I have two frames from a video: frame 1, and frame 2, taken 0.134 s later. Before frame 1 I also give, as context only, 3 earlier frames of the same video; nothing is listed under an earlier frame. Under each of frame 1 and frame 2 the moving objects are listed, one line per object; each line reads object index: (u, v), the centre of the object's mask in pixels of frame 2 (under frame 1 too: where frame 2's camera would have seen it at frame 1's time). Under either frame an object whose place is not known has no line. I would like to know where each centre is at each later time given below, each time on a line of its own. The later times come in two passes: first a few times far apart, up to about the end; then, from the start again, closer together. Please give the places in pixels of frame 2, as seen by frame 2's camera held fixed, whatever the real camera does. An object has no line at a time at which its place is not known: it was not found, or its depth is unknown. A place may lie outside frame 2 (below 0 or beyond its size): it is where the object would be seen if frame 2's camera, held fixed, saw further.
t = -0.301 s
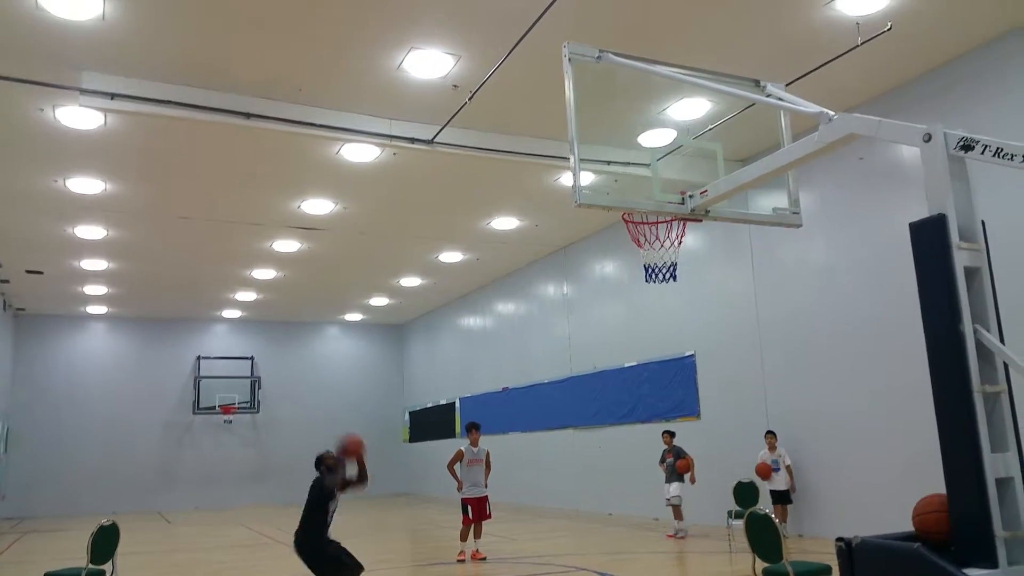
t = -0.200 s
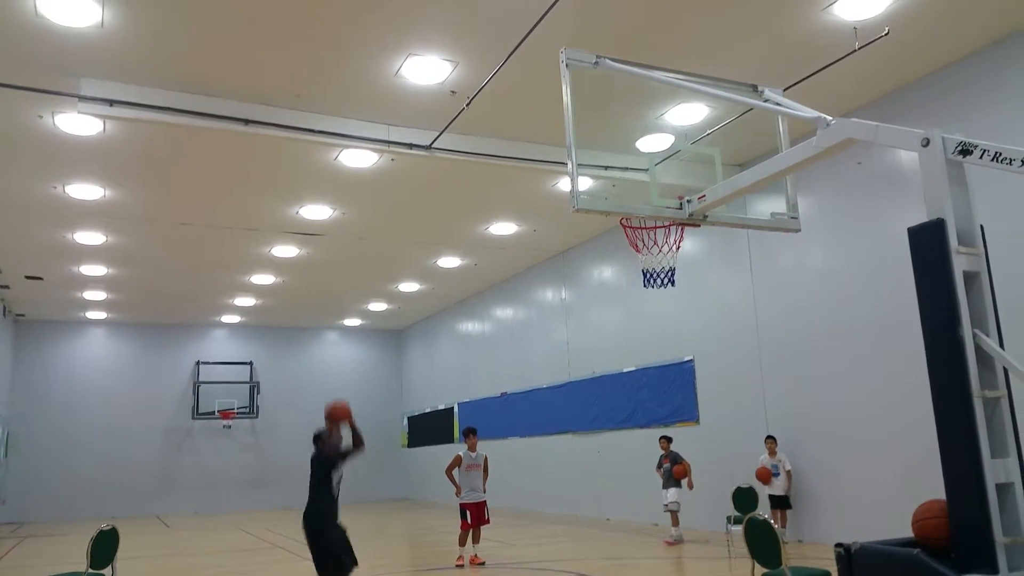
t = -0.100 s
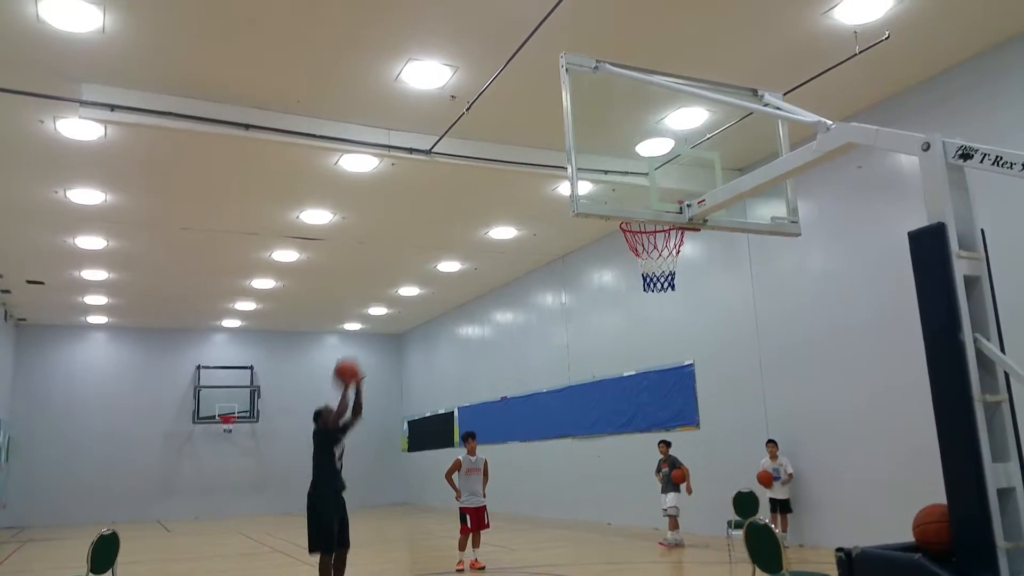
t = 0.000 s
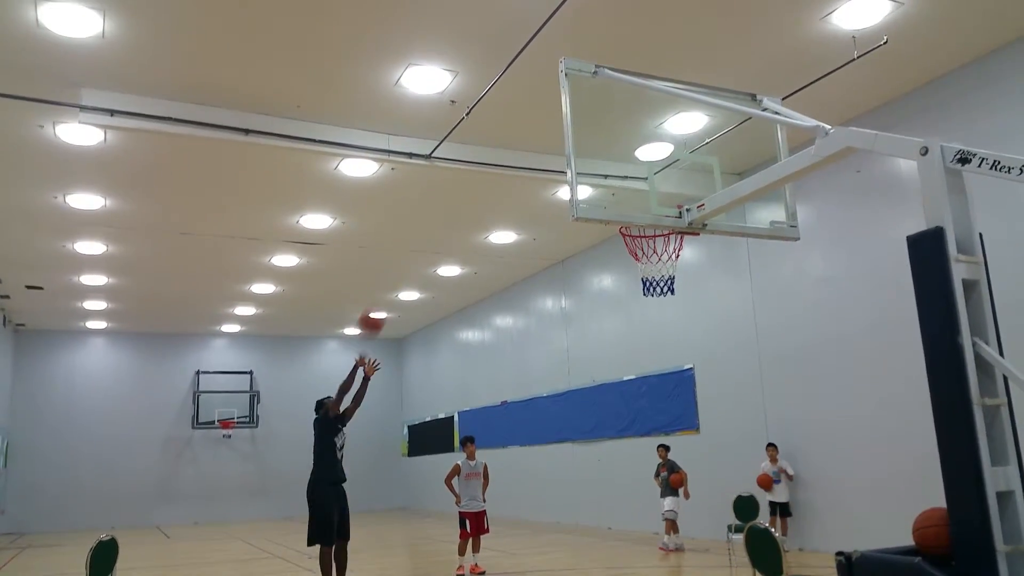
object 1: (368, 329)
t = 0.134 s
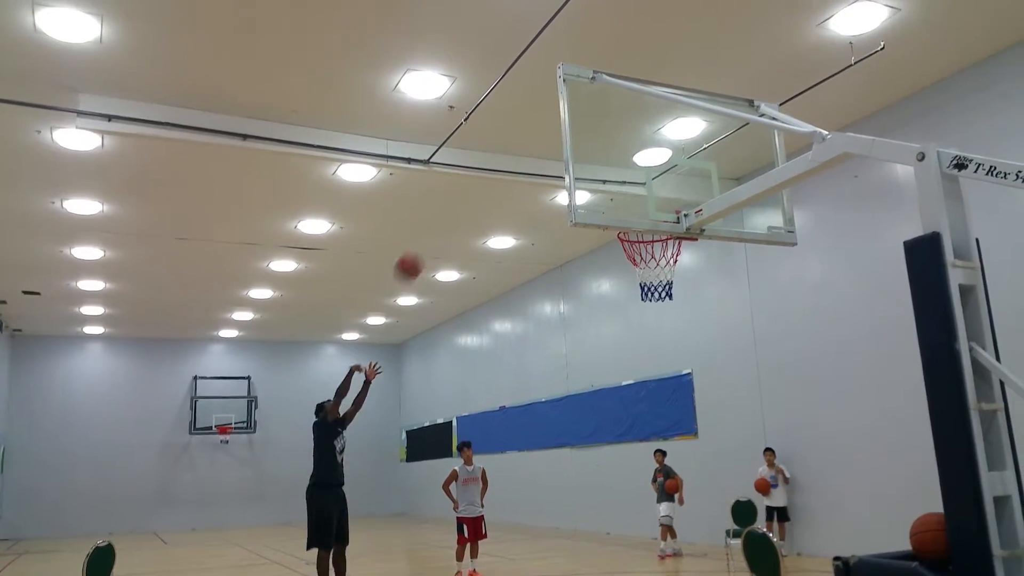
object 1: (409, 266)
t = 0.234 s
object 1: (439, 233)
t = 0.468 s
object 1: (518, 191)
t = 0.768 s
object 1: (639, 238)
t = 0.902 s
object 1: (671, 262)
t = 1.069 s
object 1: (665, 317)
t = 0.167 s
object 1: (419, 254)
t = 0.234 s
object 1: (439, 233)
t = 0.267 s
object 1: (450, 223)
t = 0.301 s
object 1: (461, 215)
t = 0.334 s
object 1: (472, 207)
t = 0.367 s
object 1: (483, 201)
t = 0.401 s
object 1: (494, 197)
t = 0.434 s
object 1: (506, 193)
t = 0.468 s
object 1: (518, 191)
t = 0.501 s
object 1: (530, 189)
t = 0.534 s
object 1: (542, 189)
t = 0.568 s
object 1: (553, 190)
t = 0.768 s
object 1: (639, 238)
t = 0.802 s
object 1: (653, 242)
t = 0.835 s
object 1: (668, 247)
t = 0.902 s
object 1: (671, 262)
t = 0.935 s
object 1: (670, 272)
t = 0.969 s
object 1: (669, 282)
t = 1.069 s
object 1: (665, 317)
